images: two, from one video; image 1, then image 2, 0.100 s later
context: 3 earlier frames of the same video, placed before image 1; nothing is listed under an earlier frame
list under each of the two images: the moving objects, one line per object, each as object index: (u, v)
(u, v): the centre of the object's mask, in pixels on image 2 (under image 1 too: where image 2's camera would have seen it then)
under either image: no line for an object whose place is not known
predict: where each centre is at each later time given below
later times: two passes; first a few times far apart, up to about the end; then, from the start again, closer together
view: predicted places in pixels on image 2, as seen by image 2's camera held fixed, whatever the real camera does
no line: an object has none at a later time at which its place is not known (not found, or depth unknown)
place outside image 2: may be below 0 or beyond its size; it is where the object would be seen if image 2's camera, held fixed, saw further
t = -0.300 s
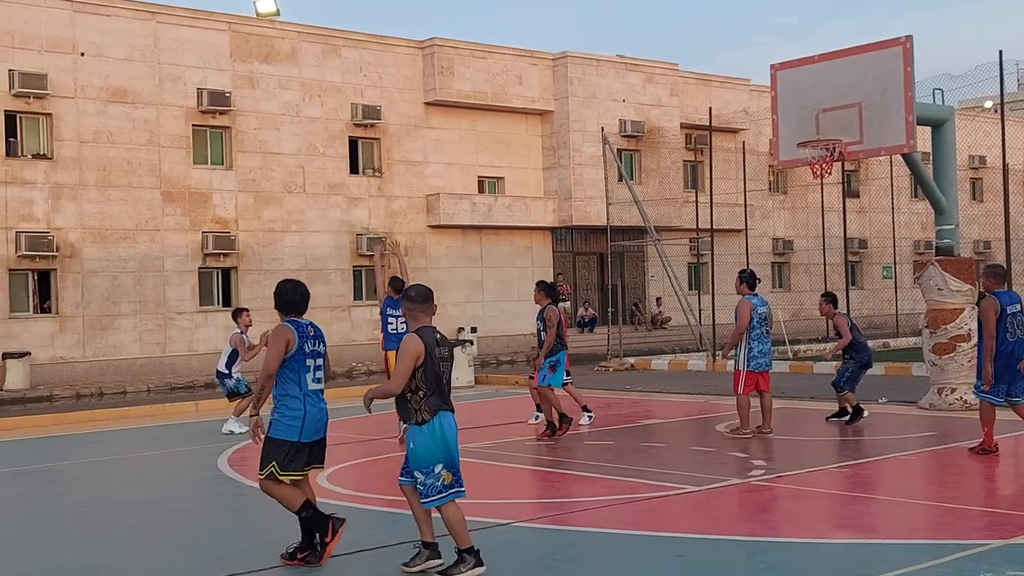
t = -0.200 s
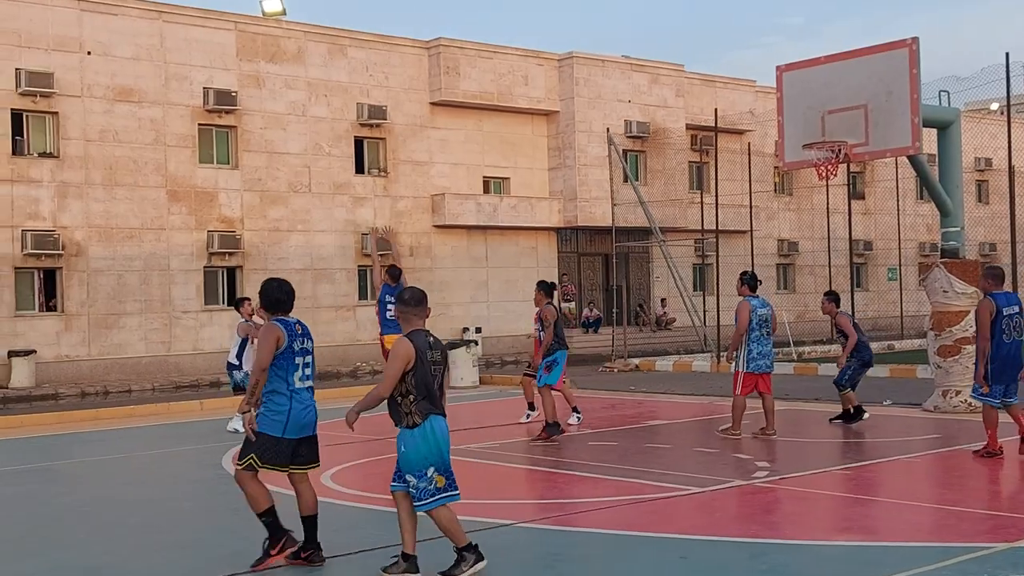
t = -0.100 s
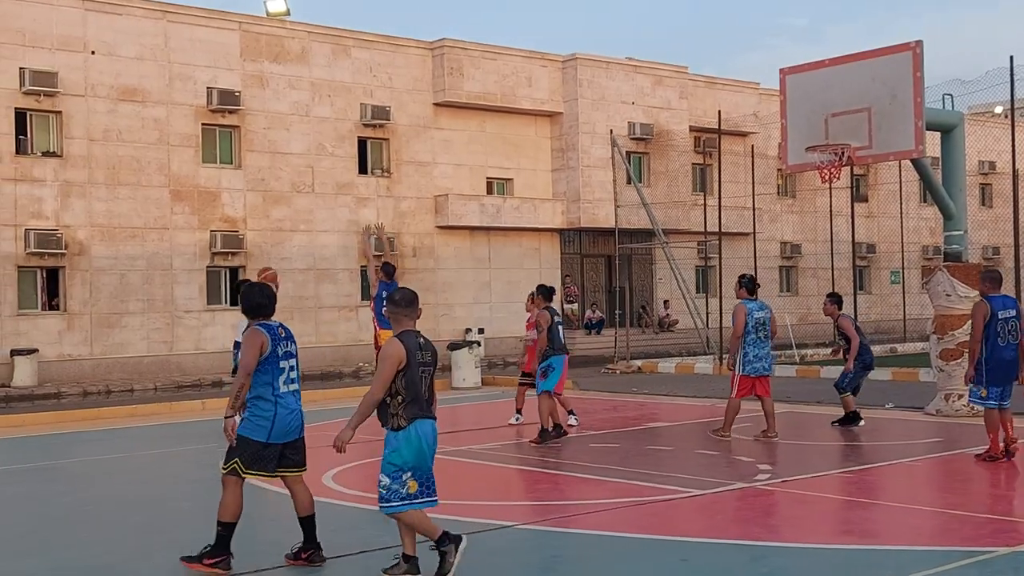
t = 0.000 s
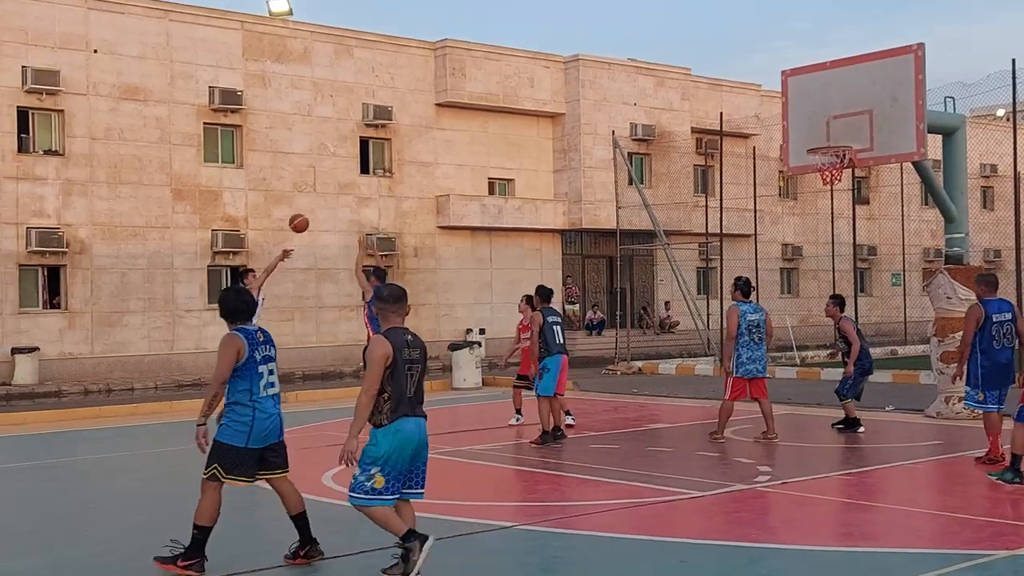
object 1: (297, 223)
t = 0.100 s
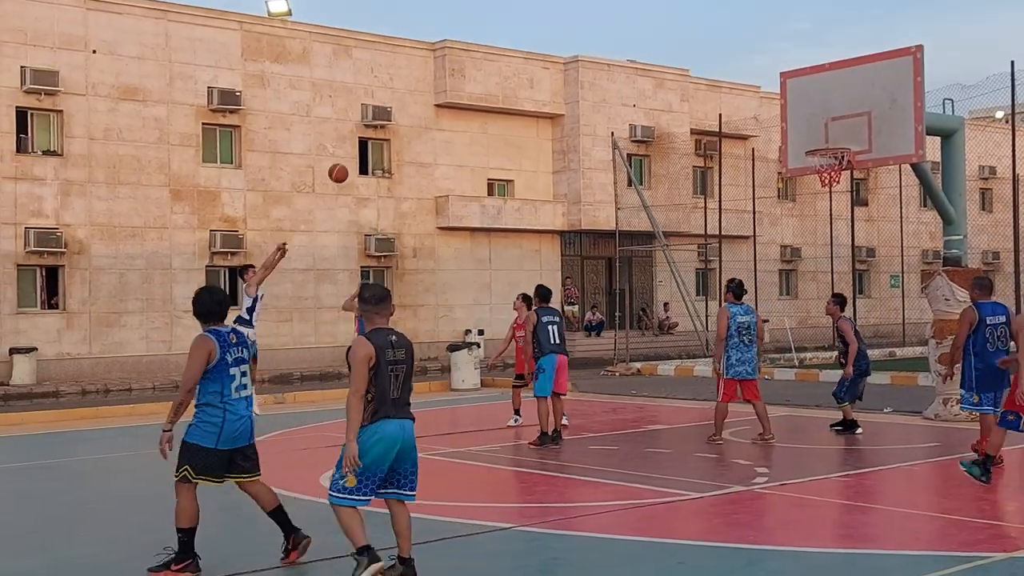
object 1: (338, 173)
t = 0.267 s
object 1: (407, 107)
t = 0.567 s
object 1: (533, 44)
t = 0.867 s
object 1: (663, 55)
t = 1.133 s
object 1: (783, 133)
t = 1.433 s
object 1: (720, 104)
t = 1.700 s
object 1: (644, 119)
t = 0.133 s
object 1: (352, 158)
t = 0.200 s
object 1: (379, 131)
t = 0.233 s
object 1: (393, 118)
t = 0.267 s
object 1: (407, 107)
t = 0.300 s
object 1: (421, 96)
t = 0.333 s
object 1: (435, 87)
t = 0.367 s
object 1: (449, 78)
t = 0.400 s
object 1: (463, 71)
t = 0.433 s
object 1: (477, 63)
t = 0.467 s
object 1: (491, 57)
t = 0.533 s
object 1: (519, 47)
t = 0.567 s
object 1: (533, 44)
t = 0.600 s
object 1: (547, 41)
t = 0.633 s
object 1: (562, 40)
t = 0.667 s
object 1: (576, 39)
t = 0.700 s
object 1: (590, 40)
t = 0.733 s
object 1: (605, 41)
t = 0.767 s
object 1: (619, 43)
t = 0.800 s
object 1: (634, 46)
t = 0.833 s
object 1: (648, 51)
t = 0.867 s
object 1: (663, 55)
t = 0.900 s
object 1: (678, 62)
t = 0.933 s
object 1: (693, 69)
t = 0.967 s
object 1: (708, 77)
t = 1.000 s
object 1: (723, 86)
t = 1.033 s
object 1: (738, 96)
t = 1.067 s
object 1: (753, 107)
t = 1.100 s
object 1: (768, 119)
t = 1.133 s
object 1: (783, 133)
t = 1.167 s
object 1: (798, 146)
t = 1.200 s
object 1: (791, 141)
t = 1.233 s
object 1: (780, 133)
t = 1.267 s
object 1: (770, 125)
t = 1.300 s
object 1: (760, 119)
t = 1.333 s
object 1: (749, 114)
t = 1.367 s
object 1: (740, 110)
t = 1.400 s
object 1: (730, 106)
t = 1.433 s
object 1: (720, 104)
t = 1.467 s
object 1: (710, 102)
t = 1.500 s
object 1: (700, 102)
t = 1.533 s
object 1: (690, 102)
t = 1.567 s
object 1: (681, 104)
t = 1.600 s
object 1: (672, 106)
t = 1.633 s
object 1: (662, 109)
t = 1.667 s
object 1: (653, 113)
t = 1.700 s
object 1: (644, 119)
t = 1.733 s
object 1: (635, 124)
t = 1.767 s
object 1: (626, 131)
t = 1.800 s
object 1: (617, 139)
